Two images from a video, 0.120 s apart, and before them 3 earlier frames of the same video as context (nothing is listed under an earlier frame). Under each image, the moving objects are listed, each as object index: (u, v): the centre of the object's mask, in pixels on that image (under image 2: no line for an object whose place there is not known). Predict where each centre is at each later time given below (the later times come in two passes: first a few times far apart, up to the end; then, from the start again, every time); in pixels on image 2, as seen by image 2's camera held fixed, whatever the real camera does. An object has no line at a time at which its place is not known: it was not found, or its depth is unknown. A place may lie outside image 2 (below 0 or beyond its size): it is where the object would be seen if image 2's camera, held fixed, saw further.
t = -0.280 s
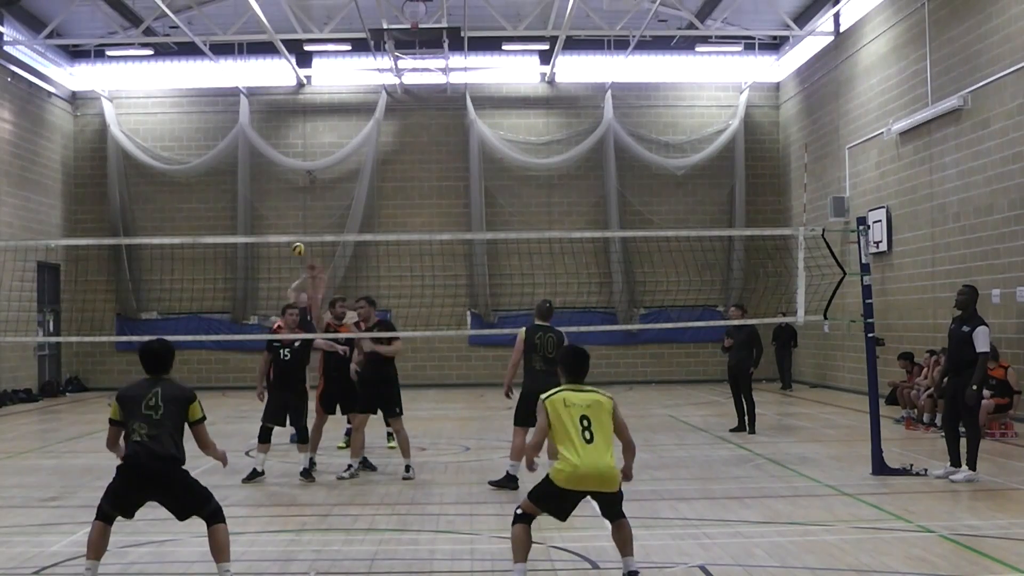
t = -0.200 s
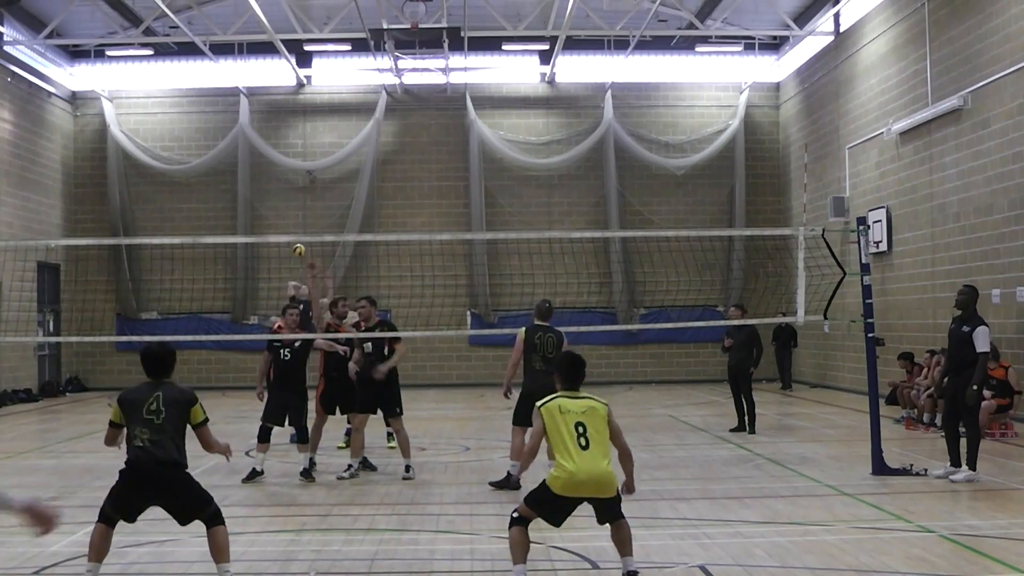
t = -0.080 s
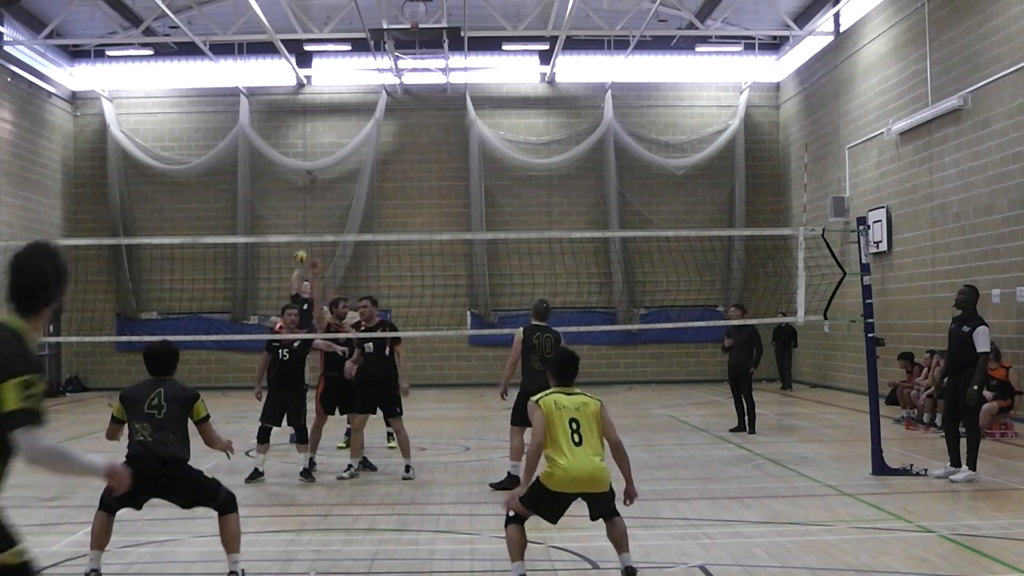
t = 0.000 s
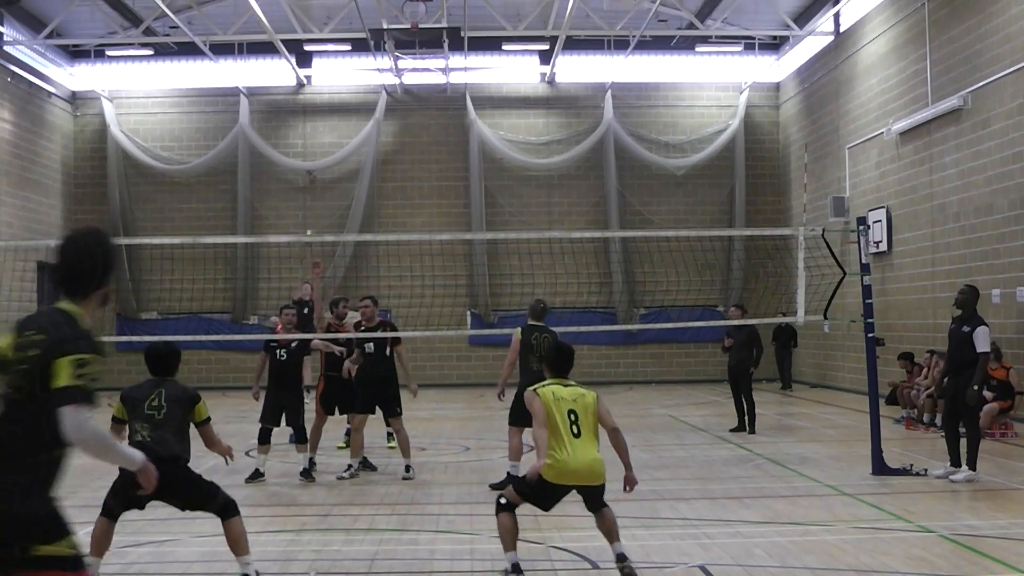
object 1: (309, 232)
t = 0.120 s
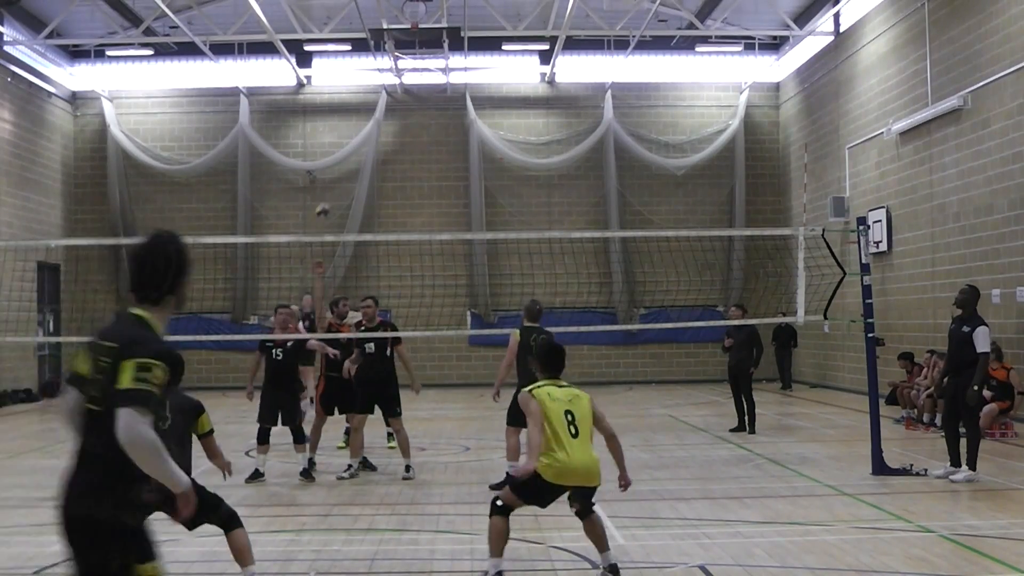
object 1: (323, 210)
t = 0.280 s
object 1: (344, 183)
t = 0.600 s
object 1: (400, 182)
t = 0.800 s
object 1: (444, 241)
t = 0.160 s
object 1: (326, 202)
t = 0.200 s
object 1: (330, 194)
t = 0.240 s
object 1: (338, 188)
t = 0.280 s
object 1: (344, 183)
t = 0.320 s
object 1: (350, 178)
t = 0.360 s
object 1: (355, 176)
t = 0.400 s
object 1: (364, 172)
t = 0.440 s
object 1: (371, 171)
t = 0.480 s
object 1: (378, 172)
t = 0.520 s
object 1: (385, 174)
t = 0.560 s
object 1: (391, 177)
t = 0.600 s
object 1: (400, 182)
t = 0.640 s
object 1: (408, 189)
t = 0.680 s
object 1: (417, 199)
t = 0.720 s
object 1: (425, 211)
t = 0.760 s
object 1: (433, 224)
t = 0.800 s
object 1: (444, 241)
